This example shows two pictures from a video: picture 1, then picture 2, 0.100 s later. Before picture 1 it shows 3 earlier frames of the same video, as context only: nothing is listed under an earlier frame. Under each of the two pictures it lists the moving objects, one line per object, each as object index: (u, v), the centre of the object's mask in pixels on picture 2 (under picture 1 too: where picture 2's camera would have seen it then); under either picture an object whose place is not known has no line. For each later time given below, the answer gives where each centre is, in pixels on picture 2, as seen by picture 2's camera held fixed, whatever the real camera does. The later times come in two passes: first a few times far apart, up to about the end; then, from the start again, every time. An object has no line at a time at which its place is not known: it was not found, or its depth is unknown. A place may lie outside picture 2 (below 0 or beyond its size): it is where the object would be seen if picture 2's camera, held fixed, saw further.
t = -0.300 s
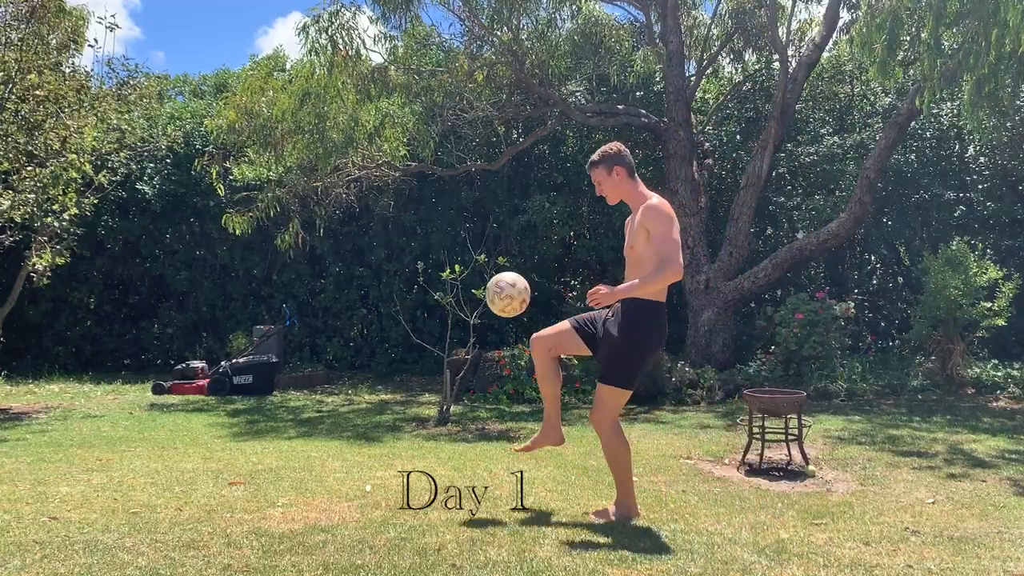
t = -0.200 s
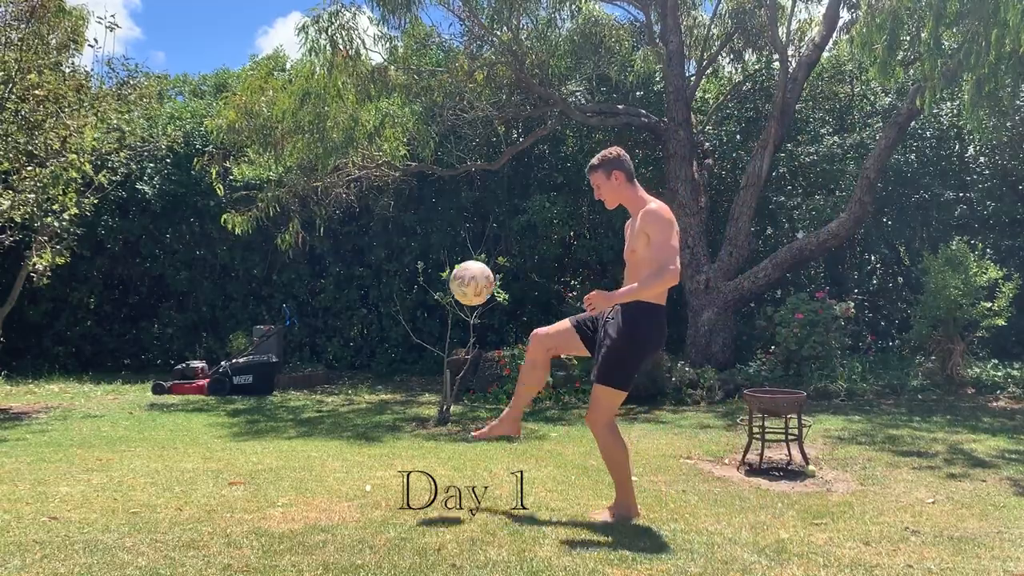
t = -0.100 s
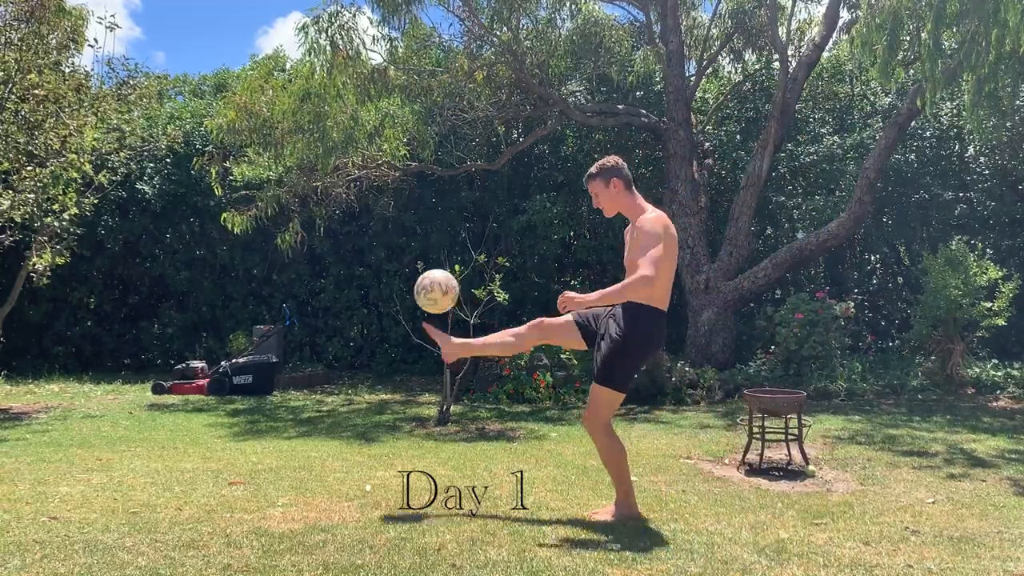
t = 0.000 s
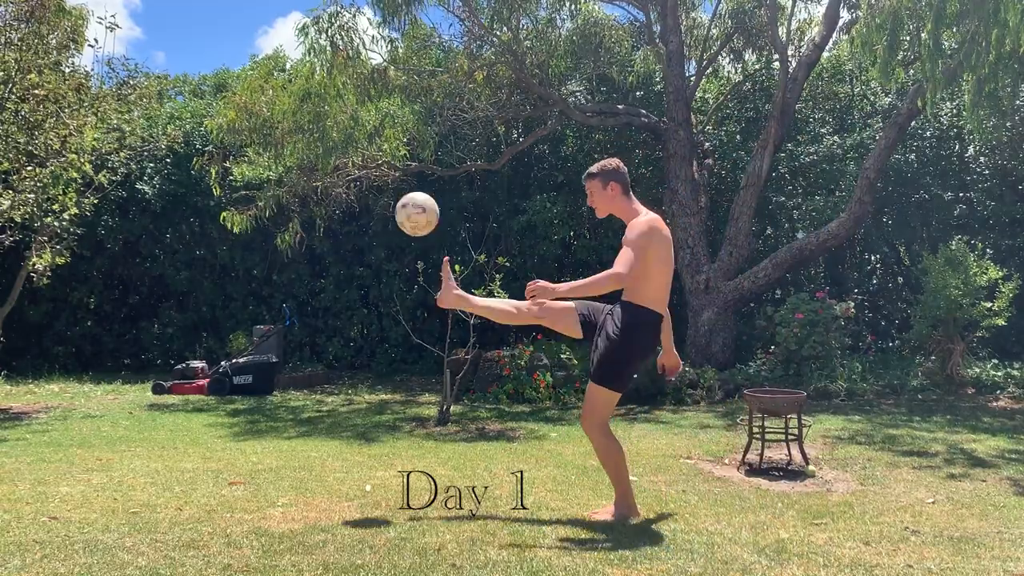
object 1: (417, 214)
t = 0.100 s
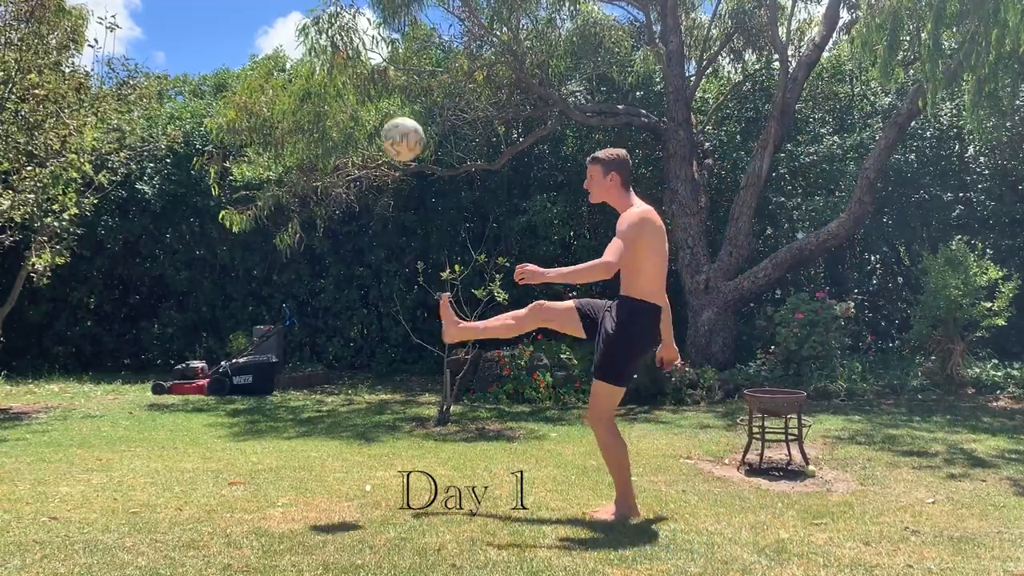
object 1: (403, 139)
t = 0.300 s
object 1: (374, 48)
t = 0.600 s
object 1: (329, 58)
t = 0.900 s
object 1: (285, 231)
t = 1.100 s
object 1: (254, 429)
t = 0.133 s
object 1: (398, 118)
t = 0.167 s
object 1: (393, 100)
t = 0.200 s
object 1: (389, 83)
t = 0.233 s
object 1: (384, 70)
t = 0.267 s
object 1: (377, 58)
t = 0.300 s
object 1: (374, 48)
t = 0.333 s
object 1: (369, 41)
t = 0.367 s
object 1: (363, 37)
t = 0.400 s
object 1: (358, 33)
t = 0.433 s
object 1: (353, 32)
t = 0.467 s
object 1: (349, 33)
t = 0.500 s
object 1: (344, 36)
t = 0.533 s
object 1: (339, 41)
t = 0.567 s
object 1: (334, 47)
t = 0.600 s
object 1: (329, 58)
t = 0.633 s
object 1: (325, 69)
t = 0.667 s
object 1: (319, 82)
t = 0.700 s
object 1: (314, 98)
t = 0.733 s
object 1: (310, 114)
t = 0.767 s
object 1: (304, 134)
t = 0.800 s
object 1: (299, 156)
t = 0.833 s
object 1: (294, 179)
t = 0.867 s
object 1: (289, 203)
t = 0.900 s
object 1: (285, 231)
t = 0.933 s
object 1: (280, 259)
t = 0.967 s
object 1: (275, 289)
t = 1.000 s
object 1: (270, 322)
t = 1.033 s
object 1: (265, 356)
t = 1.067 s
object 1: (259, 392)
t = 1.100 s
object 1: (254, 429)
